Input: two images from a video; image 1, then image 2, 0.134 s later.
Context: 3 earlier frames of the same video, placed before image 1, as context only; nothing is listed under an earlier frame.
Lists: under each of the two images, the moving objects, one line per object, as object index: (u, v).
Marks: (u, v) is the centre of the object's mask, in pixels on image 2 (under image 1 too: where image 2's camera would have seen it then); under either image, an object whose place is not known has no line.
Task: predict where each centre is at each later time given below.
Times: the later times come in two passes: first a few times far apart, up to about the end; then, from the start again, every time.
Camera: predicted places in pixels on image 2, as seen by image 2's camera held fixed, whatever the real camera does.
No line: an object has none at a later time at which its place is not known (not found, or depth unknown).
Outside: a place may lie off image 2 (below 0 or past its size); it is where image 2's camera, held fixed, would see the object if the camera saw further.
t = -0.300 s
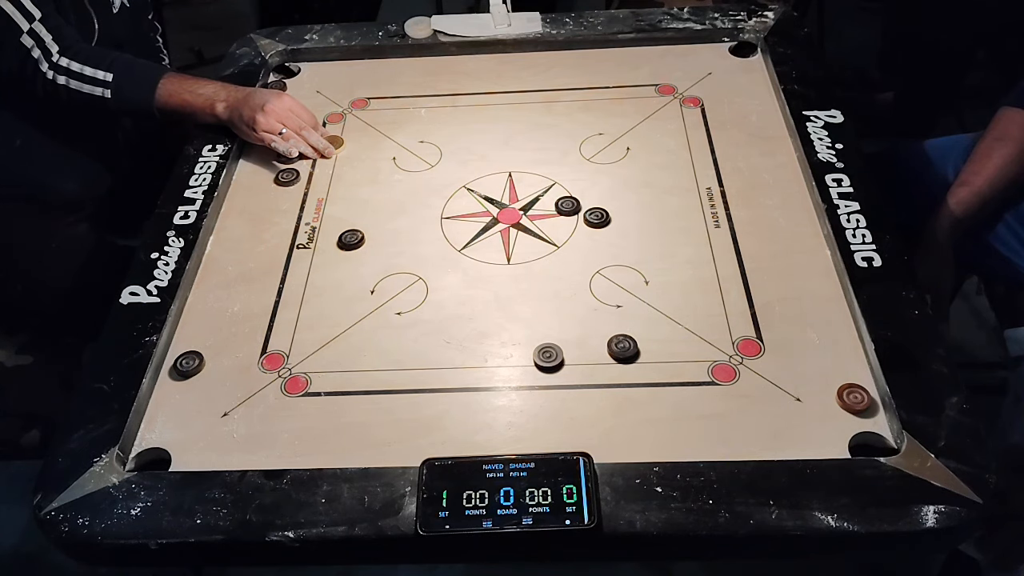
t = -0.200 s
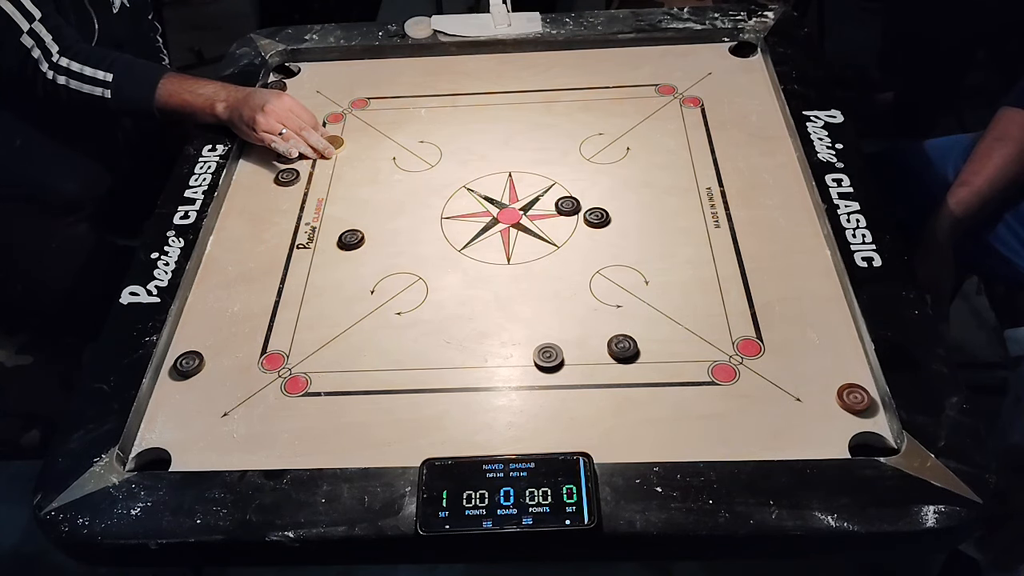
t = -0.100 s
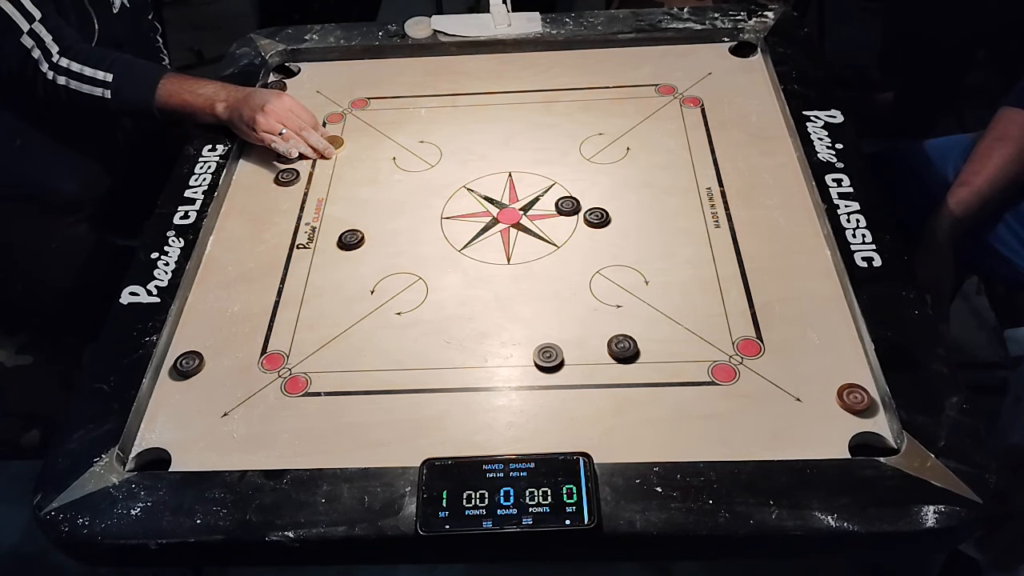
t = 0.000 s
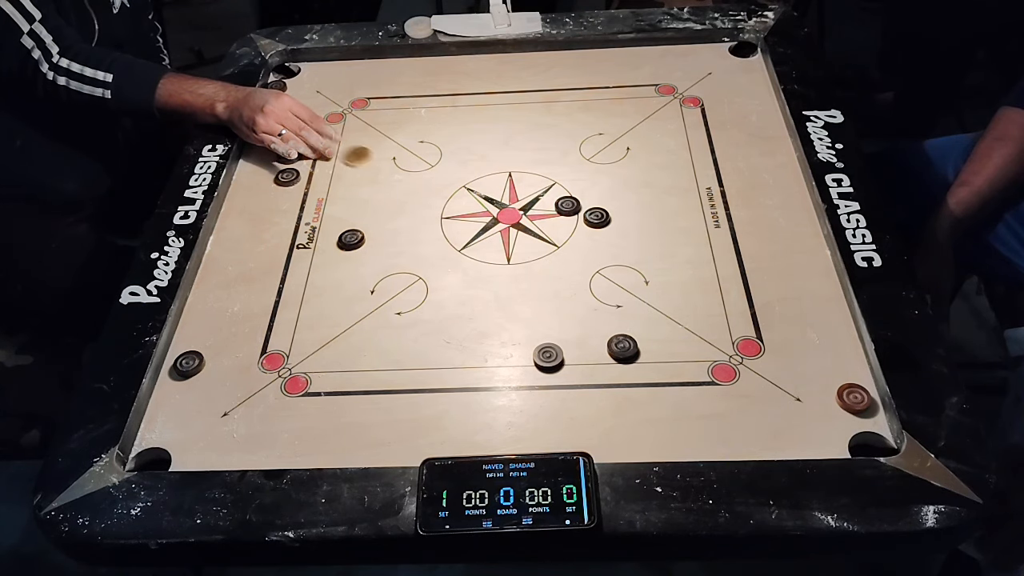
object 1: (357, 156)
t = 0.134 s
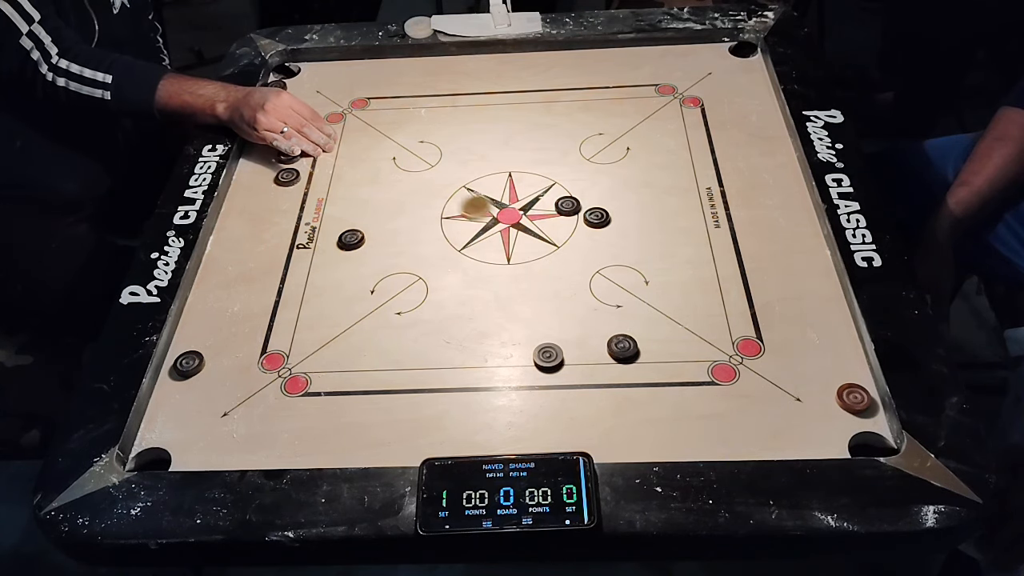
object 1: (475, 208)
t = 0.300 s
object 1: (625, 271)
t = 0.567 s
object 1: (846, 361)
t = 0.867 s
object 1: (754, 402)
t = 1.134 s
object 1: (748, 404)
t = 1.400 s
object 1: (748, 404)
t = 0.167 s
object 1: (506, 220)
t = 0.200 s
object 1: (535, 233)
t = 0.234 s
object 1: (565, 246)
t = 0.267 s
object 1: (595, 258)
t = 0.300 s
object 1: (625, 271)
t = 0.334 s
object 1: (655, 283)
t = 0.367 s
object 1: (684, 295)
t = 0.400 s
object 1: (714, 307)
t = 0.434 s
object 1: (743, 319)
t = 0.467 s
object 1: (771, 330)
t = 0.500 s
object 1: (798, 341)
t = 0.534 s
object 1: (824, 352)
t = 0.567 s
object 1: (846, 361)
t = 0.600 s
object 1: (831, 368)
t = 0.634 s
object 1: (817, 375)
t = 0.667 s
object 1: (803, 381)
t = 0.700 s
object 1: (792, 386)
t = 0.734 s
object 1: (781, 391)
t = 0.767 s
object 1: (773, 395)
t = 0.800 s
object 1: (765, 398)
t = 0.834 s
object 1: (759, 400)
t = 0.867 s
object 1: (754, 402)
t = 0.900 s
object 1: (750, 404)
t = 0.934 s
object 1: (749, 404)
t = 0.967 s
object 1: (748, 404)
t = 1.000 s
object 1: (748, 404)
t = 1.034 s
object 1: (748, 404)
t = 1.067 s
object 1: (748, 404)
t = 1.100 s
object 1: (748, 404)
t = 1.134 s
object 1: (748, 404)
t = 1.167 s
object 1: (748, 404)
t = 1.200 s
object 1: (748, 404)
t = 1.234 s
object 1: (748, 404)
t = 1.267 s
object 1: (748, 404)
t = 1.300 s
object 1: (748, 404)
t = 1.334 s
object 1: (748, 404)
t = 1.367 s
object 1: (748, 404)
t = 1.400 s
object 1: (748, 404)
